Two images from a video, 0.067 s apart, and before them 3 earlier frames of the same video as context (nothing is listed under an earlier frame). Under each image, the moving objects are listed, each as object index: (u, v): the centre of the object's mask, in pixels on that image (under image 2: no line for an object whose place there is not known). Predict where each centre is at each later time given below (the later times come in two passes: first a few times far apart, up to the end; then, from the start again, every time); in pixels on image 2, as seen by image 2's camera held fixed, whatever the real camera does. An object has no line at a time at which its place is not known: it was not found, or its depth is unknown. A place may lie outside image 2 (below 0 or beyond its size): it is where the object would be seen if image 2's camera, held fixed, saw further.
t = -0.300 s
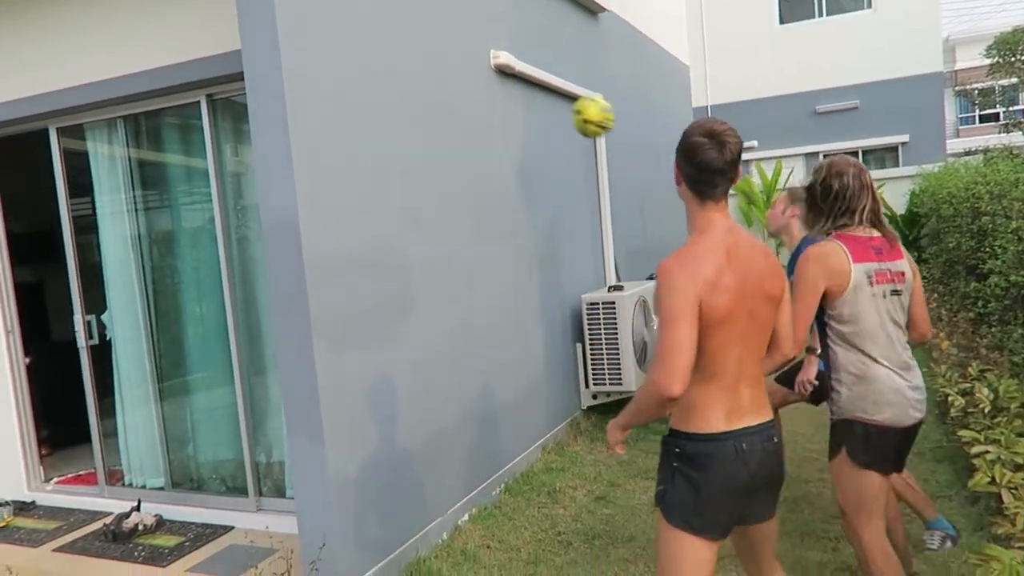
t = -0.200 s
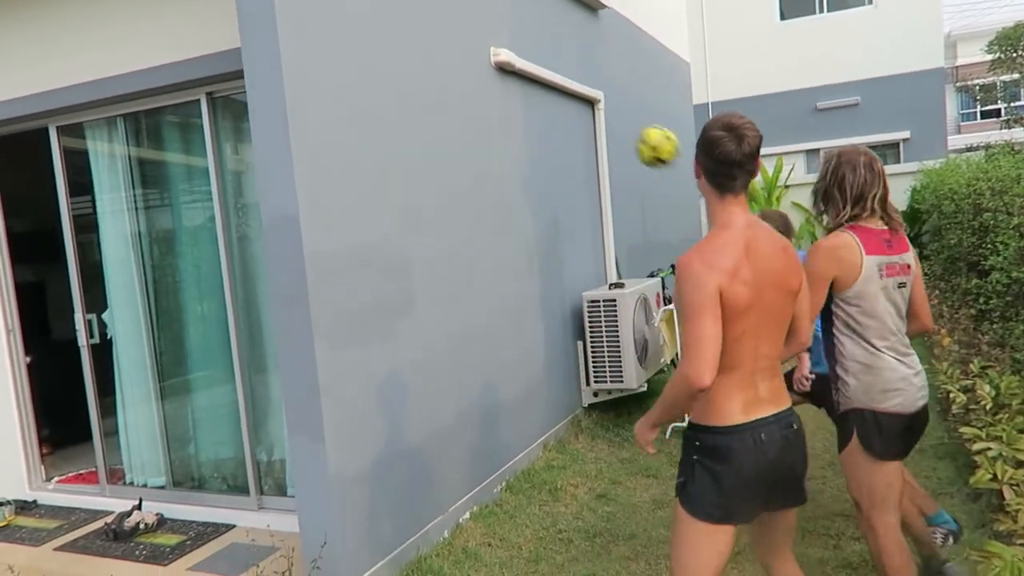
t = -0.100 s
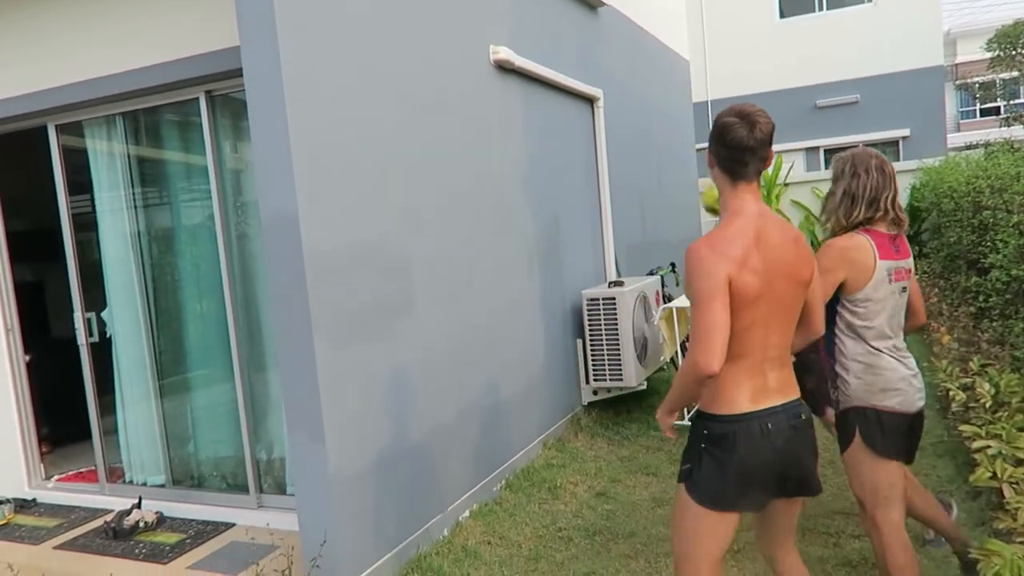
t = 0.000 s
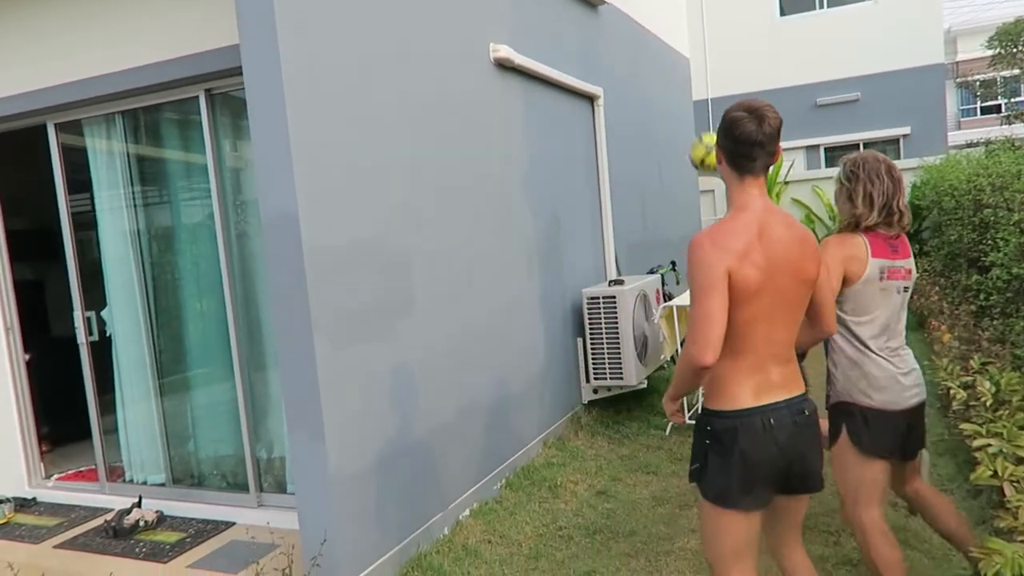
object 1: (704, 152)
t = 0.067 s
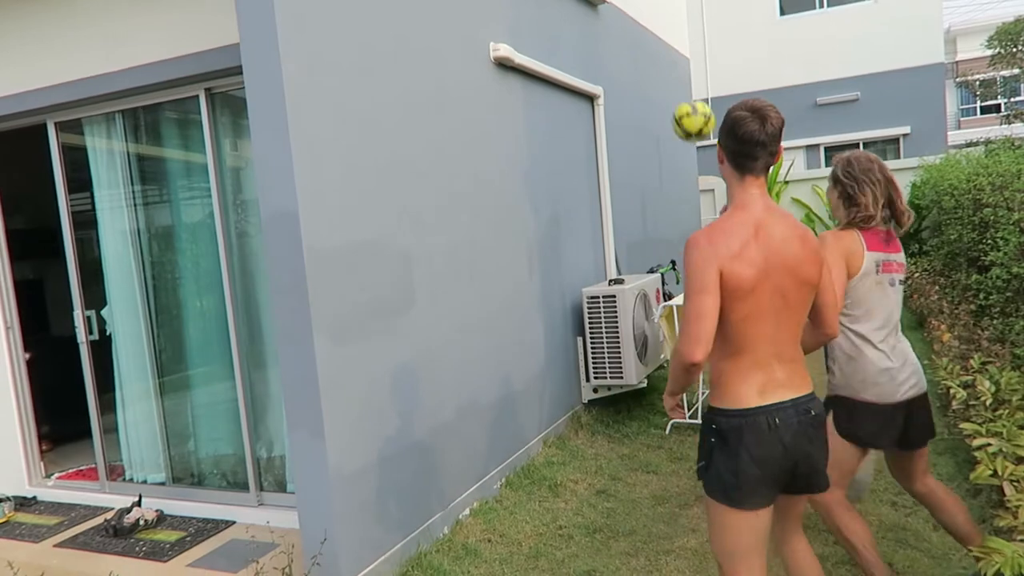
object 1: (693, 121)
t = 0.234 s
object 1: (654, 75)
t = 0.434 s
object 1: (611, 87)
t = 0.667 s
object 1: (571, 190)
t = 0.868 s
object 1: (547, 351)
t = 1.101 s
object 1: (587, 398)
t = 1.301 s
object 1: (631, 353)
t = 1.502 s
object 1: (685, 378)
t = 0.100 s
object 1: (685, 108)
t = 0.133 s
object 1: (677, 96)
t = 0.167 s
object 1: (669, 87)
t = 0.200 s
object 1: (661, 80)
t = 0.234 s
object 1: (654, 75)
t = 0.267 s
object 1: (646, 72)
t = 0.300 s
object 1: (639, 71)
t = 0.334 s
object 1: (632, 72)
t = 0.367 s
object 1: (625, 75)
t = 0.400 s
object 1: (618, 80)
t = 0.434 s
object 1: (611, 87)
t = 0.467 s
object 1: (605, 96)
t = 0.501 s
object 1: (599, 107)
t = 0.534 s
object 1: (593, 119)
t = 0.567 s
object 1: (587, 134)
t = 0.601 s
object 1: (581, 151)
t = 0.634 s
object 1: (576, 170)
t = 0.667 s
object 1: (571, 190)
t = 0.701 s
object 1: (566, 213)
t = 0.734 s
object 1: (562, 236)
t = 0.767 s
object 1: (558, 263)
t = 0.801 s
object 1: (555, 289)
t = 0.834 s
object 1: (551, 319)
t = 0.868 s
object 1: (547, 351)
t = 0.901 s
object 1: (547, 382)
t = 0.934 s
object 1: (554, 410)
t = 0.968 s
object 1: (561, 444)
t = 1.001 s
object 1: (568, 442)
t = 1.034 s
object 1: (574, 425)
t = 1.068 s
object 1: (580, 410)
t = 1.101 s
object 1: (587, 398)
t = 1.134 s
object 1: (594, 387)
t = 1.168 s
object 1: (601, 376)
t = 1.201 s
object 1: (608, 368)
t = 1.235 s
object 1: (615, 361)
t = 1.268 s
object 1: (624, 356)
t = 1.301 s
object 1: (631, 353)
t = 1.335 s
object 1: (641, 352)
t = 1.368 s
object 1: (648, 353)
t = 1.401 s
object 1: (657, 356)
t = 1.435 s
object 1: (667, 361)
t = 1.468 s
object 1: (676, 369)
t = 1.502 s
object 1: (685, 378)
